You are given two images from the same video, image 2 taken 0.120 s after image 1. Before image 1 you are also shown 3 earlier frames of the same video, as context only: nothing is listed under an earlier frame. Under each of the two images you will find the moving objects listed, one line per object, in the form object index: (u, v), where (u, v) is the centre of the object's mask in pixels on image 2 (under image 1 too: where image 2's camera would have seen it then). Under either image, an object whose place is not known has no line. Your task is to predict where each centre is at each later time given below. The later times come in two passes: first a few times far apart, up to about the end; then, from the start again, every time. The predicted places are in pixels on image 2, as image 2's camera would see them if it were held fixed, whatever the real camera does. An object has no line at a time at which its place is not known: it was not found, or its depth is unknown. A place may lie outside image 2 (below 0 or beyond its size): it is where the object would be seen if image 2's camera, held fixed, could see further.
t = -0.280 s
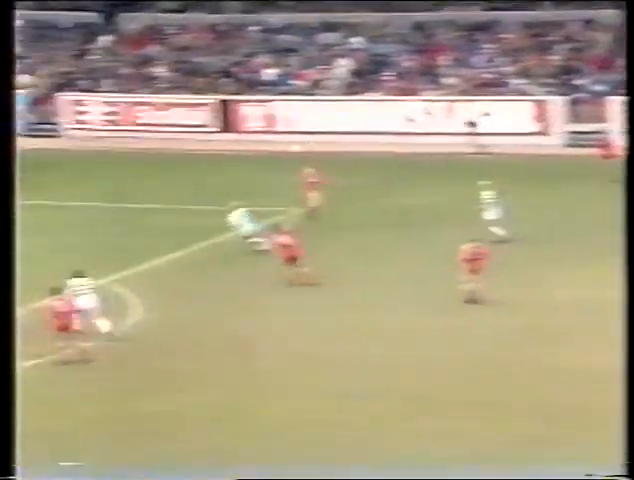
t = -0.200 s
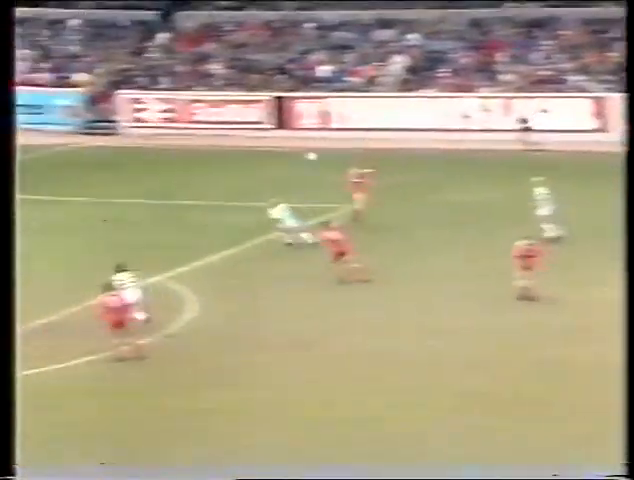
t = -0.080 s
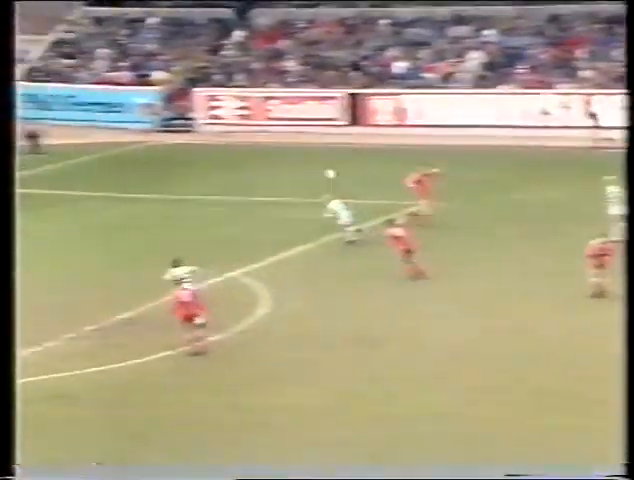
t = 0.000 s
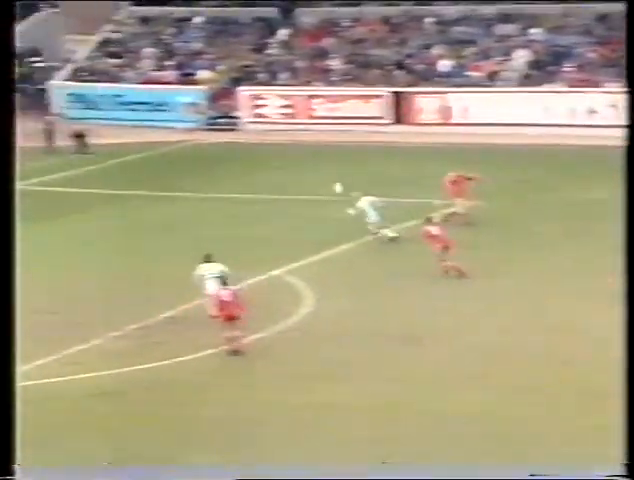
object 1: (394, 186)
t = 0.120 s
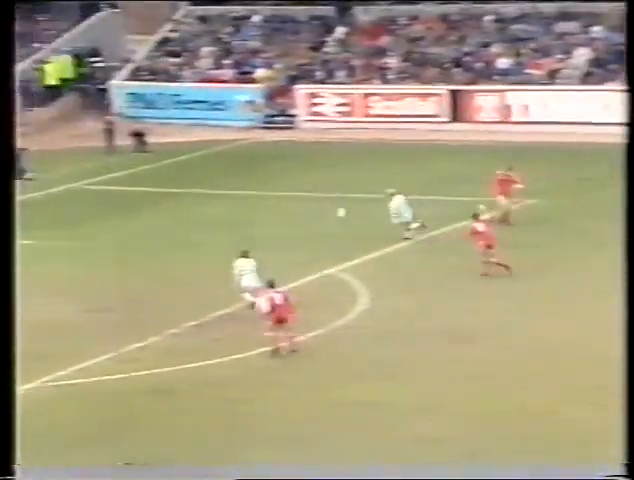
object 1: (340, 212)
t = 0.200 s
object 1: (302, 231)
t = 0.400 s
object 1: (243, 217)
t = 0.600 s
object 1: (186, 212)
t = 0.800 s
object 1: (132, 220)
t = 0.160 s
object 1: (319, 219)
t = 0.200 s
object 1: (302, 231)
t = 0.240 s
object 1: (288, 233)
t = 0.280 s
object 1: (278, 228)
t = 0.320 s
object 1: (266, 224)
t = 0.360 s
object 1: (255, 220)
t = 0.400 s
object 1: (243, 217)
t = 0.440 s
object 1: (232, 215)
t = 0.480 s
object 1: (220, 214)
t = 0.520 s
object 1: (209, 213)
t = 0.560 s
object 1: (198, 212)
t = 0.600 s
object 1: (186, 212)
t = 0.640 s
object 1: (175, 212)
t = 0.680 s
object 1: (164, 214)
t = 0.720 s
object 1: (153, 215)
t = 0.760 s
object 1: (142, 218)
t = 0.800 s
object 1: (132, 220)
